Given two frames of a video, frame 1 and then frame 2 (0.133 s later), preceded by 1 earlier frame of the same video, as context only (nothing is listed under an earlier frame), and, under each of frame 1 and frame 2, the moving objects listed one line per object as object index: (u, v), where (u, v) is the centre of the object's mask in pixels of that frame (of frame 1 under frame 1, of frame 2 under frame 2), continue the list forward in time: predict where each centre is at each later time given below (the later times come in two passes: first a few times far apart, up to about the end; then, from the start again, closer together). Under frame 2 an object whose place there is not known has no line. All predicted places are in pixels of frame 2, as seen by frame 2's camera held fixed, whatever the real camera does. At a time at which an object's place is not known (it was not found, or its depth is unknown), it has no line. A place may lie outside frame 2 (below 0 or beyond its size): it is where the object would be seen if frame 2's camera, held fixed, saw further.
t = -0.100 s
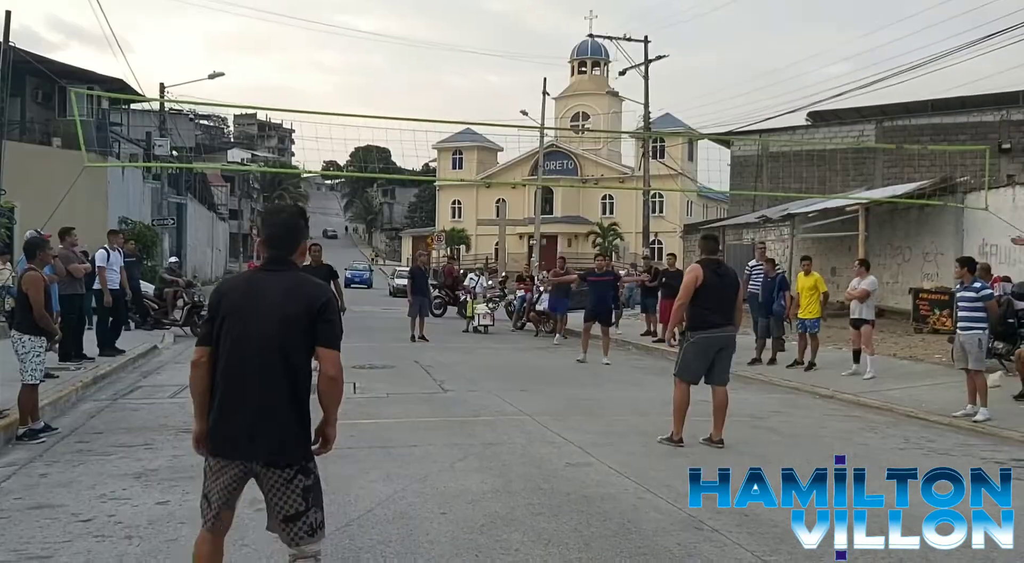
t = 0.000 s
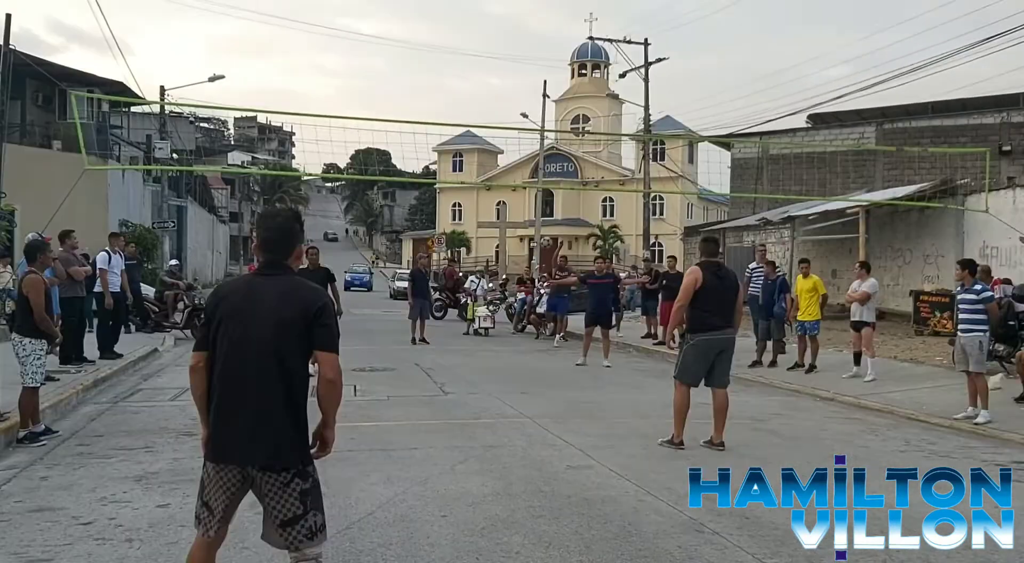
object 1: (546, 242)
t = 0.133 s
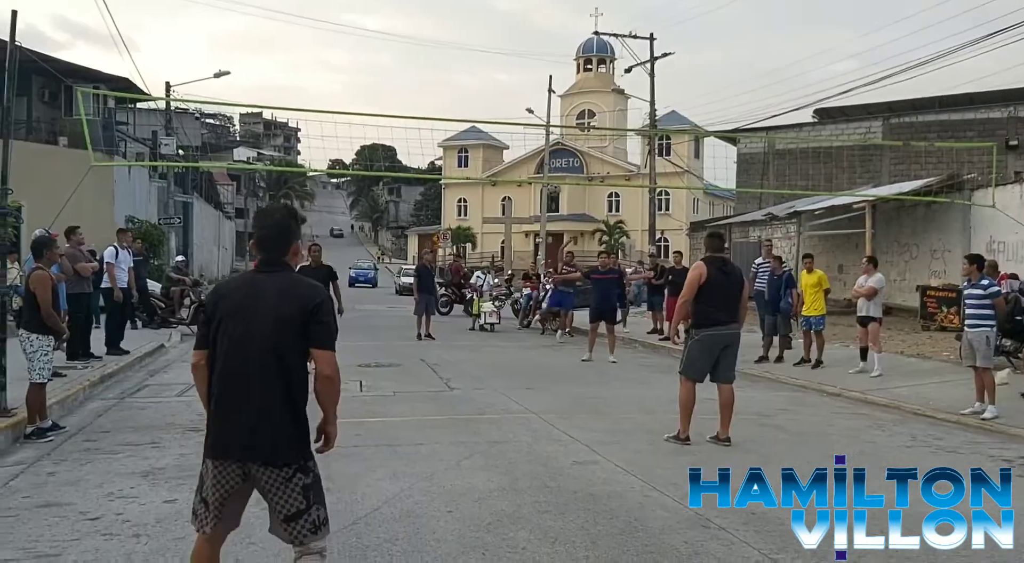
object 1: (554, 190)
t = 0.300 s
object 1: (555, 136)
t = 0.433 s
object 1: (553, 99)
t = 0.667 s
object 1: (546, 57)
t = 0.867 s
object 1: (529, 67)
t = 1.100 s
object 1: (484, 222)
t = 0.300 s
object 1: (555, 136)
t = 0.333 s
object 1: (554, 126)
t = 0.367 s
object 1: (554, 116)
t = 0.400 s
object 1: (554, 108)
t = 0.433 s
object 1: (553, 99)
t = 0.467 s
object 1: (553, 91)
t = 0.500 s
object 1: (552, 83)
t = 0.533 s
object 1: (551, 76)
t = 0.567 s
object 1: (550, 70)
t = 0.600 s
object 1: (548, 65)
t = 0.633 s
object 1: (547, 61)
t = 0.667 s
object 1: (546, 57)
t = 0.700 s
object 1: (544, 54)
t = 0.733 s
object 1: (541, 54)
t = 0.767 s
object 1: (539, 54)
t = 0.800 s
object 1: (536, 57)
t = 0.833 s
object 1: (532, 61)
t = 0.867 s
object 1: (529, 67)
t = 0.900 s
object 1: (525, 76)
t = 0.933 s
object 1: (520, 88)
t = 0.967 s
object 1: (514, 104)
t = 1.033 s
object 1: (501, 150)
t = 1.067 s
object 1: (493, 182)
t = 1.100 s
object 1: (484, 222)
